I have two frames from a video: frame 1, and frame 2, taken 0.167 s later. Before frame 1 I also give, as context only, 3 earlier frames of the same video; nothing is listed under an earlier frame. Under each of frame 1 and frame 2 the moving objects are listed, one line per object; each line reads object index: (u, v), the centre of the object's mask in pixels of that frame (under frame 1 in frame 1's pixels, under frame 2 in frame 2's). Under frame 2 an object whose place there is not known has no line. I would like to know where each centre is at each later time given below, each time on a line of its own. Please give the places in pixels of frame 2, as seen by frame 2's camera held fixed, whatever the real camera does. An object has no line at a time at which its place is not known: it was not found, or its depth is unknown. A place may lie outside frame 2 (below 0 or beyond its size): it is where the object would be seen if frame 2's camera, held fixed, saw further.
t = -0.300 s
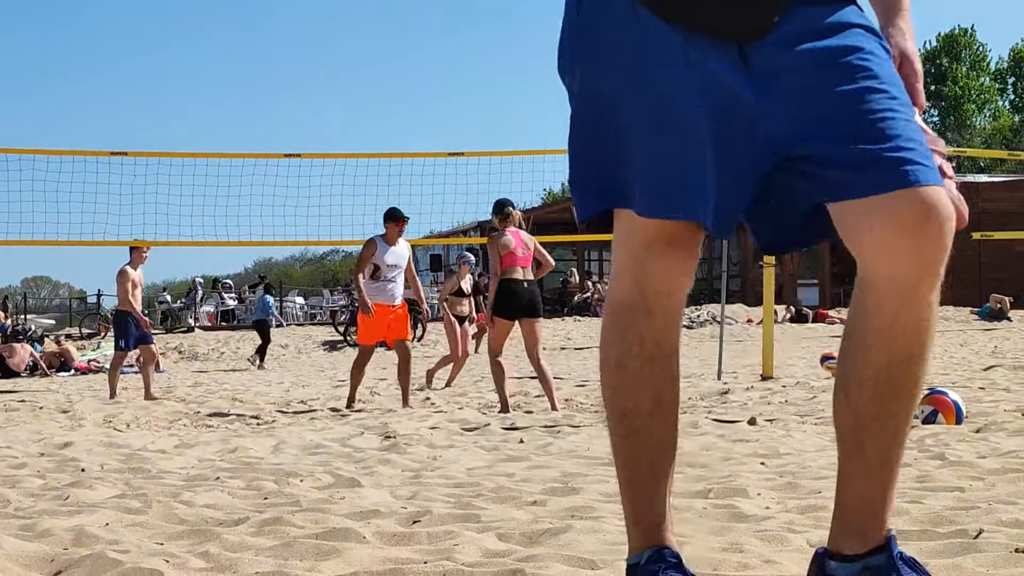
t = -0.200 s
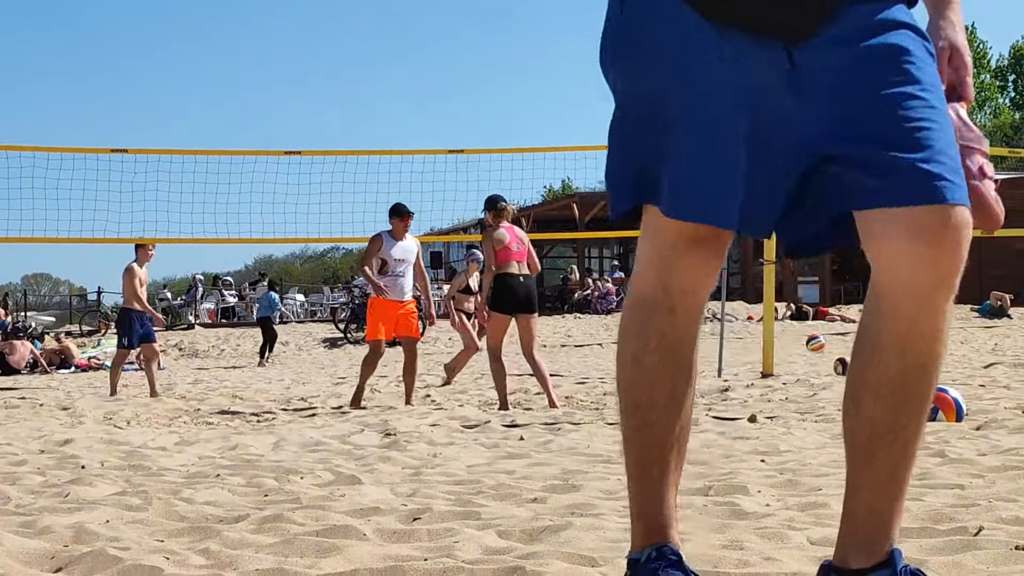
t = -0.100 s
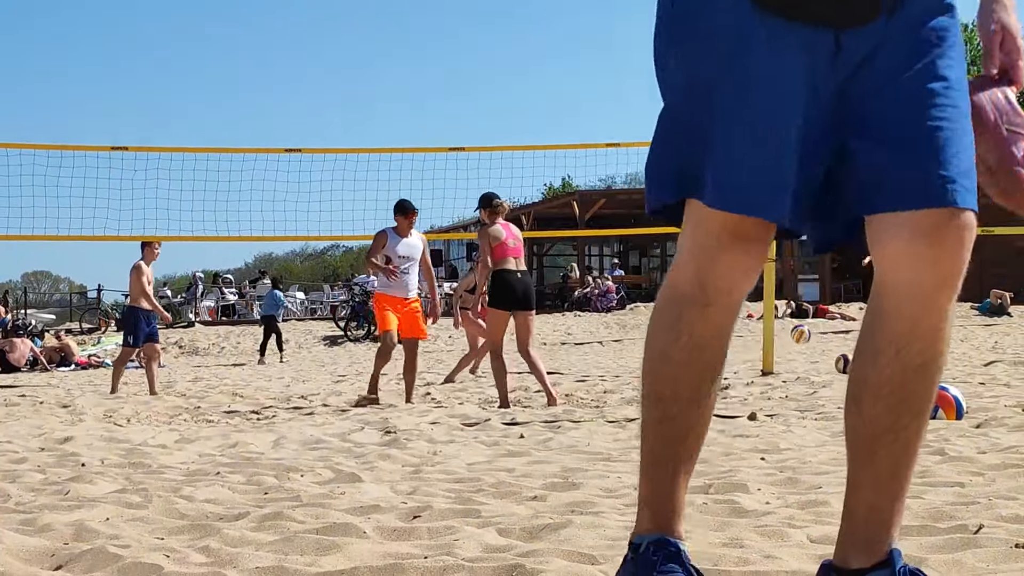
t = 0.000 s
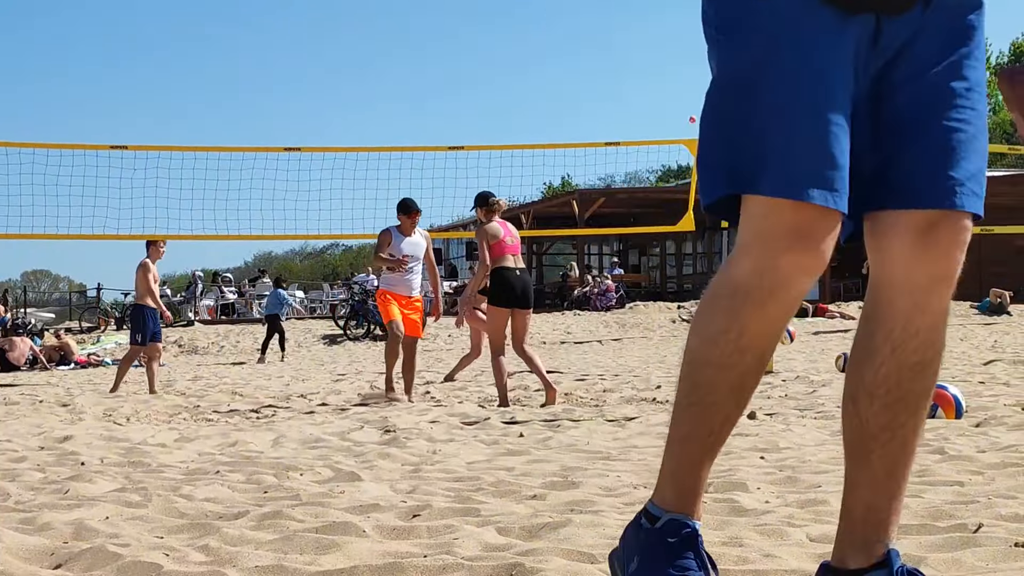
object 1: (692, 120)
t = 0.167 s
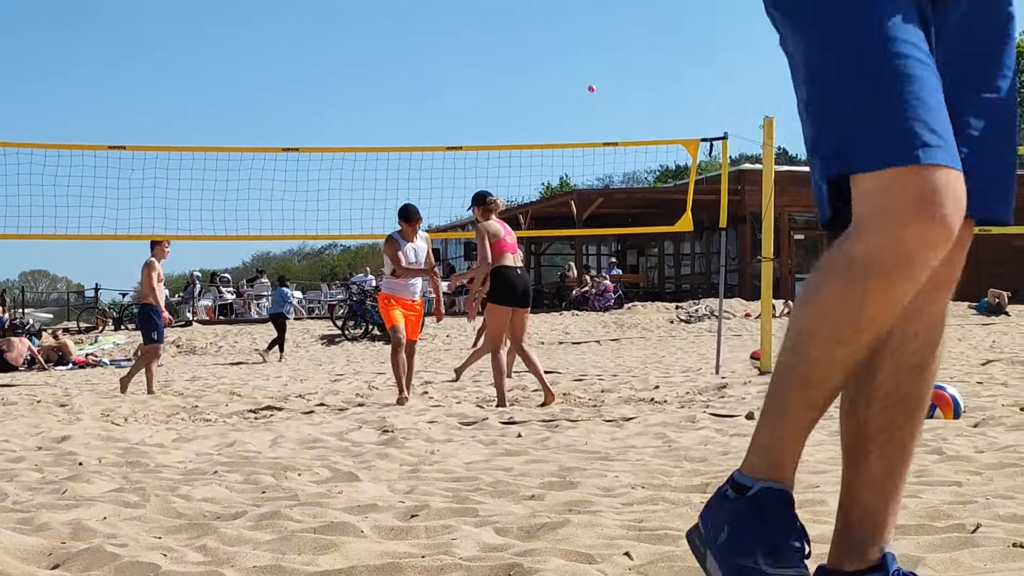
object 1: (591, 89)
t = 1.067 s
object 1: (28, 129)
